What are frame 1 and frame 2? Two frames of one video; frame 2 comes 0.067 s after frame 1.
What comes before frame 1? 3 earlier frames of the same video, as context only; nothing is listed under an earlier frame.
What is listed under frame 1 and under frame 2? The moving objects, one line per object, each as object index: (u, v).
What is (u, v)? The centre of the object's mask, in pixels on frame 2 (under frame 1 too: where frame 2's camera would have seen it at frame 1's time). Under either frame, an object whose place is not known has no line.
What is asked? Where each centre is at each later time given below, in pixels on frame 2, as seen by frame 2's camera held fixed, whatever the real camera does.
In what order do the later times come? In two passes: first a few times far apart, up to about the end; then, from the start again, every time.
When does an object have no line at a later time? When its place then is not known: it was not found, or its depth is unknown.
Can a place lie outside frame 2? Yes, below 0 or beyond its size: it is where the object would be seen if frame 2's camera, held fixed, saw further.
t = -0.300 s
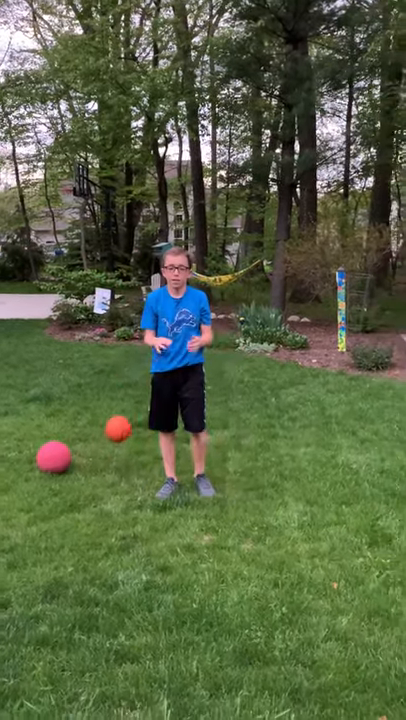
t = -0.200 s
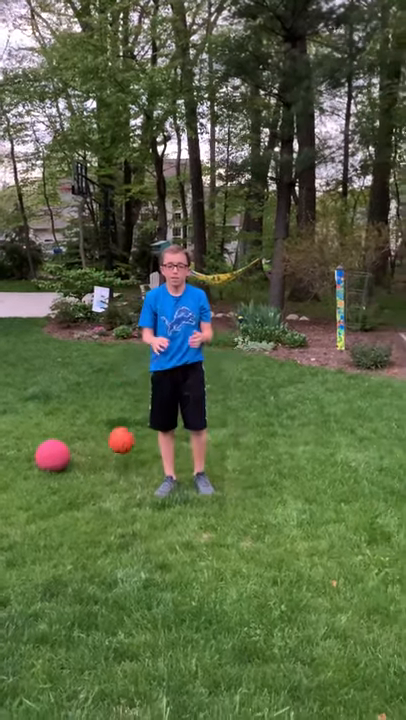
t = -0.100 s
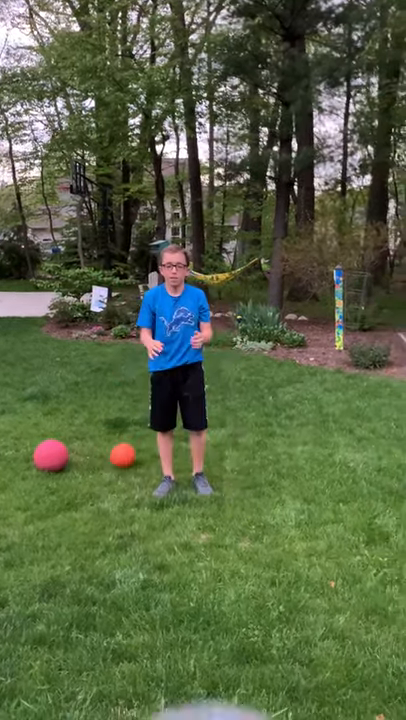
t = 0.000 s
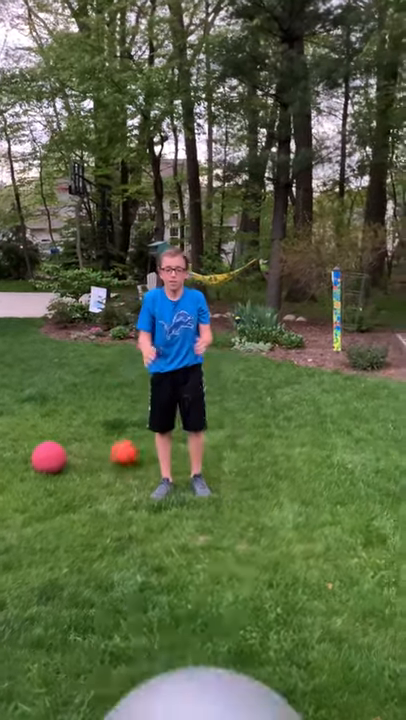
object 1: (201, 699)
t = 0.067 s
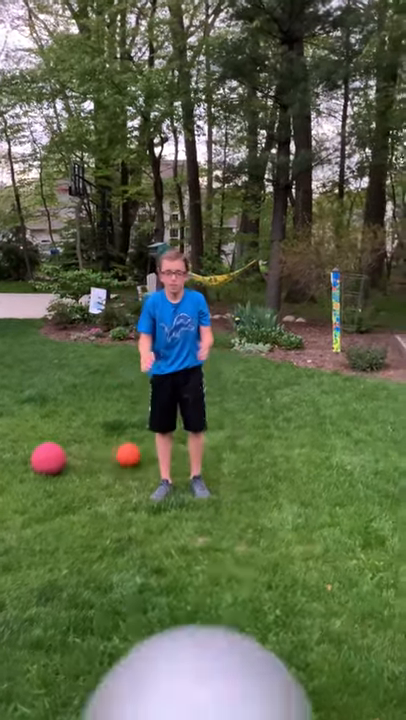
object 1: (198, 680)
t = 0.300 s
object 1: (199, 642)
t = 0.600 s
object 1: (195, 589)
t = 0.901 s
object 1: (191, 547)
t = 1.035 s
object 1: (191, 535)
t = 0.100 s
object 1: (198, 671)
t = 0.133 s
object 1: (198, 663)
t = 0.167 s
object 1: (198, 656)
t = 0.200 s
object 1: (199, 650)
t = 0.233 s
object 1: (199, 647)
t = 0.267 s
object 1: (199, 644)
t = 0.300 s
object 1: (199, 642)
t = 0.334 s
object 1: (199, 639)
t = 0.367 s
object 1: (198, 635)
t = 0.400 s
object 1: (198, 630)
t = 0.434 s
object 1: (197, 624)
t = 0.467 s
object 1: (196, 616)
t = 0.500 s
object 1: (196, 608)
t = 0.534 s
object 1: (195, 601)
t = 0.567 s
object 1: (195, 594)
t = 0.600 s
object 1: (195, 589)
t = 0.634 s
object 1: (195, 583)
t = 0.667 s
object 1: (195, 577)
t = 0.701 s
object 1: (194, 571)
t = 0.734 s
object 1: (193, 564)
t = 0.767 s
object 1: (193, 560)
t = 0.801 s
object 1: (192, 556)
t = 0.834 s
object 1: (192, 552)
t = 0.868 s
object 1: (191, 549)
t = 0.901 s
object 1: (191, 547)
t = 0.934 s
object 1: (190, 545)
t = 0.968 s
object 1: (190, 542)
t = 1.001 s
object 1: (191, 538)
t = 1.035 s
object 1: (191, 535)
